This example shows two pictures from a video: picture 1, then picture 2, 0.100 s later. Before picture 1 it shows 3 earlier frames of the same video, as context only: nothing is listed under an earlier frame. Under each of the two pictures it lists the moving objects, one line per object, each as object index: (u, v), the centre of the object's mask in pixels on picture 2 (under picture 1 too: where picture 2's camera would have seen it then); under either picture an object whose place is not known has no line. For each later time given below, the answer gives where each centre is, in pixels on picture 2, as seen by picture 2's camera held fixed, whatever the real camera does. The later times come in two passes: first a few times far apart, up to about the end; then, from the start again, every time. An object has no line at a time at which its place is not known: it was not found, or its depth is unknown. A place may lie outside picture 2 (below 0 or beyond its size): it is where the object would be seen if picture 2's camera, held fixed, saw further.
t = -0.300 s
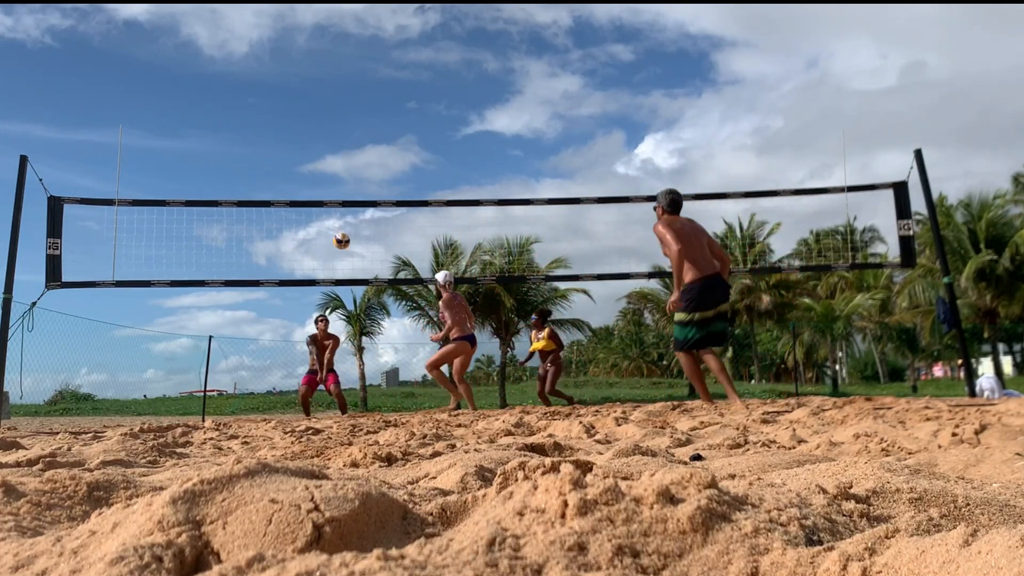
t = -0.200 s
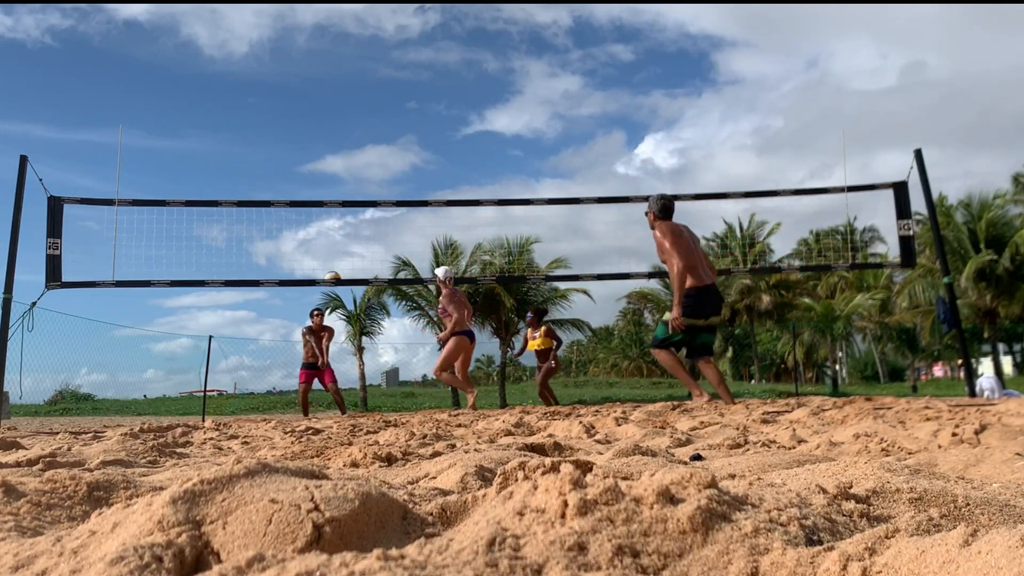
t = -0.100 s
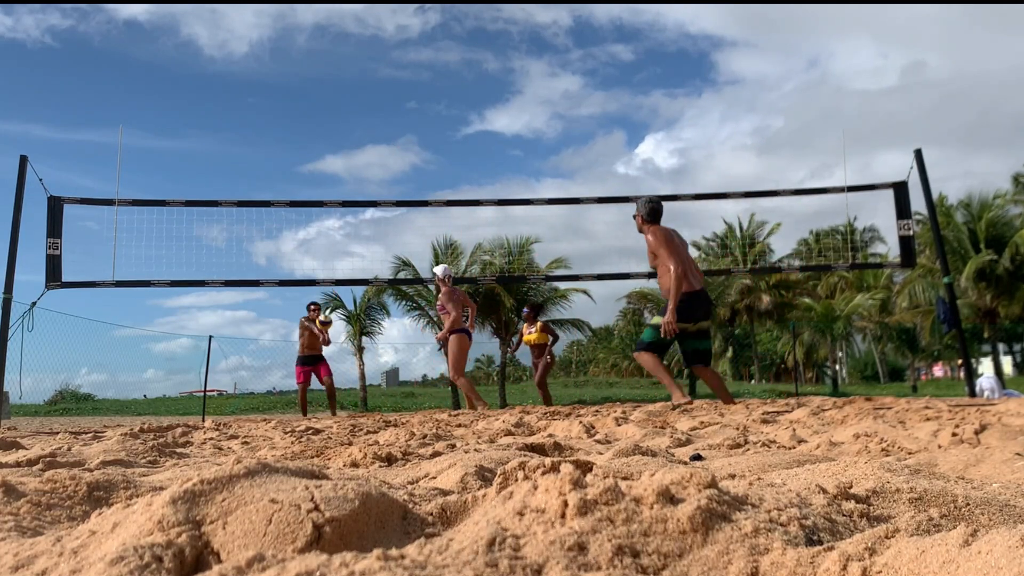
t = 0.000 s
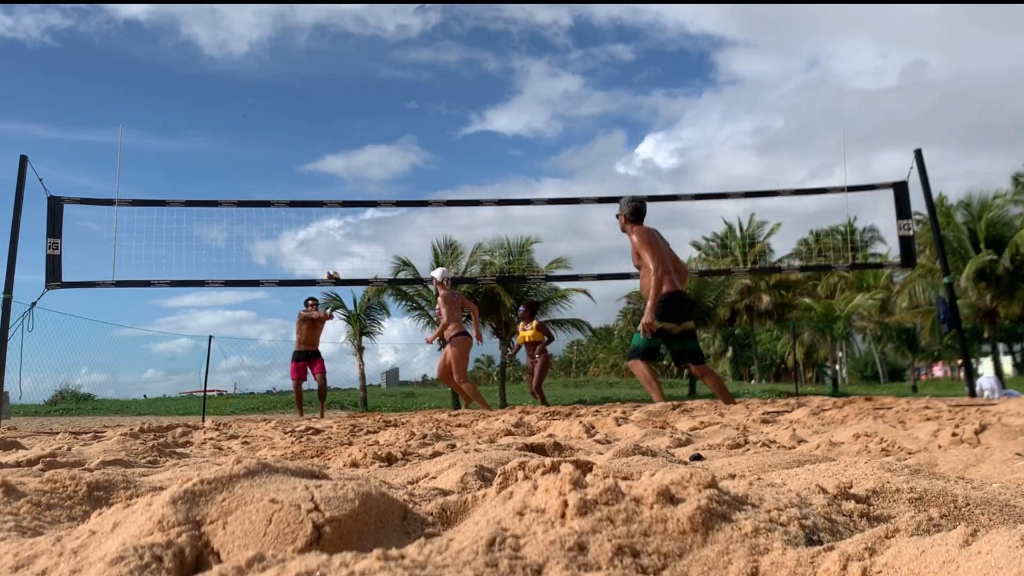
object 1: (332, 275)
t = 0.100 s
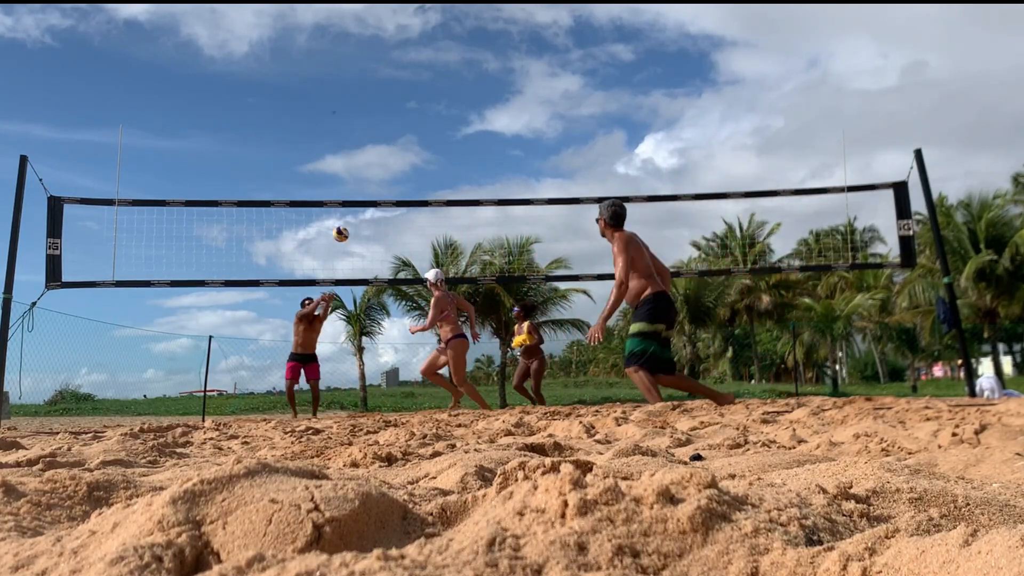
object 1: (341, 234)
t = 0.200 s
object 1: (349, 195)
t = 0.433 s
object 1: (368, 139)
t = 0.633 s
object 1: (384, 120)
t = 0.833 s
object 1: (401, 130)
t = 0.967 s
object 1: (412, 153)
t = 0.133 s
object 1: (344, 221)
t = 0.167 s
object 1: (346, 211)
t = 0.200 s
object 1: (349, 195)
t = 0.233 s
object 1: (352, 186)
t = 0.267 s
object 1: (354, 176)
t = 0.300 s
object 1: (357, 167)
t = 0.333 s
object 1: (360, 159)
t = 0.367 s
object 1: (362, 151)
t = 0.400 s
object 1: (365, 145)
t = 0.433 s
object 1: (368, 139)
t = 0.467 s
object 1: (371, 134)
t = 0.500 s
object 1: (373, 129)
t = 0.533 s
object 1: (376, 126)
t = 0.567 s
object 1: (379, 123)
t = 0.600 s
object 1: (382, 121)
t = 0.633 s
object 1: (384, 120)
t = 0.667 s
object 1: (387, 120)
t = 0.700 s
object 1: (390, 120)
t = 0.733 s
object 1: (393, 122)
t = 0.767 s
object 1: (395, 124)
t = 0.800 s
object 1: (398, 126)
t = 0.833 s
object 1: (401, 130)
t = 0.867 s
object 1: (404, 135)
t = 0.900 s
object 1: (407, 140)
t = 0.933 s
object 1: (409, 146)
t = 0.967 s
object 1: (412, 153)
